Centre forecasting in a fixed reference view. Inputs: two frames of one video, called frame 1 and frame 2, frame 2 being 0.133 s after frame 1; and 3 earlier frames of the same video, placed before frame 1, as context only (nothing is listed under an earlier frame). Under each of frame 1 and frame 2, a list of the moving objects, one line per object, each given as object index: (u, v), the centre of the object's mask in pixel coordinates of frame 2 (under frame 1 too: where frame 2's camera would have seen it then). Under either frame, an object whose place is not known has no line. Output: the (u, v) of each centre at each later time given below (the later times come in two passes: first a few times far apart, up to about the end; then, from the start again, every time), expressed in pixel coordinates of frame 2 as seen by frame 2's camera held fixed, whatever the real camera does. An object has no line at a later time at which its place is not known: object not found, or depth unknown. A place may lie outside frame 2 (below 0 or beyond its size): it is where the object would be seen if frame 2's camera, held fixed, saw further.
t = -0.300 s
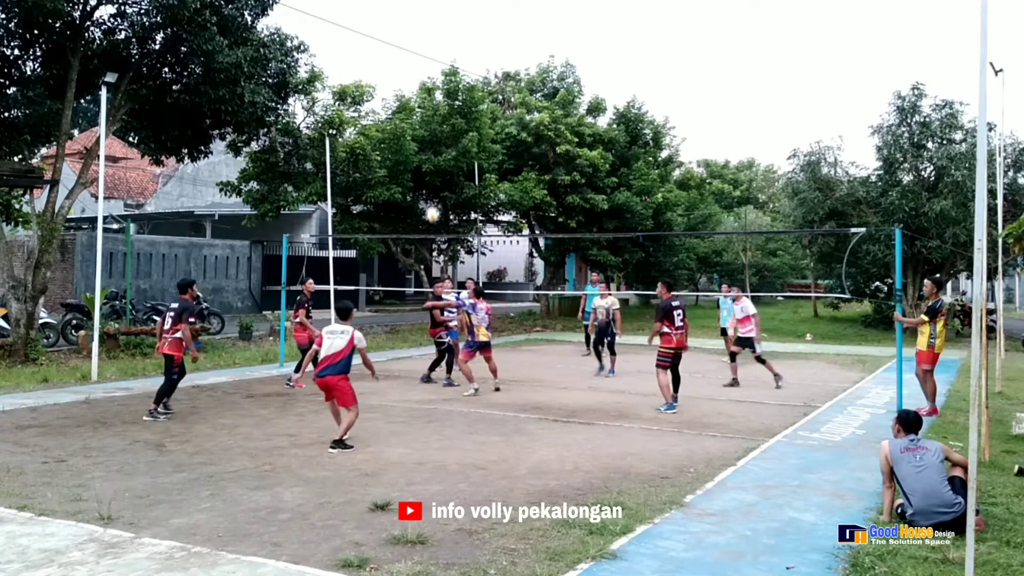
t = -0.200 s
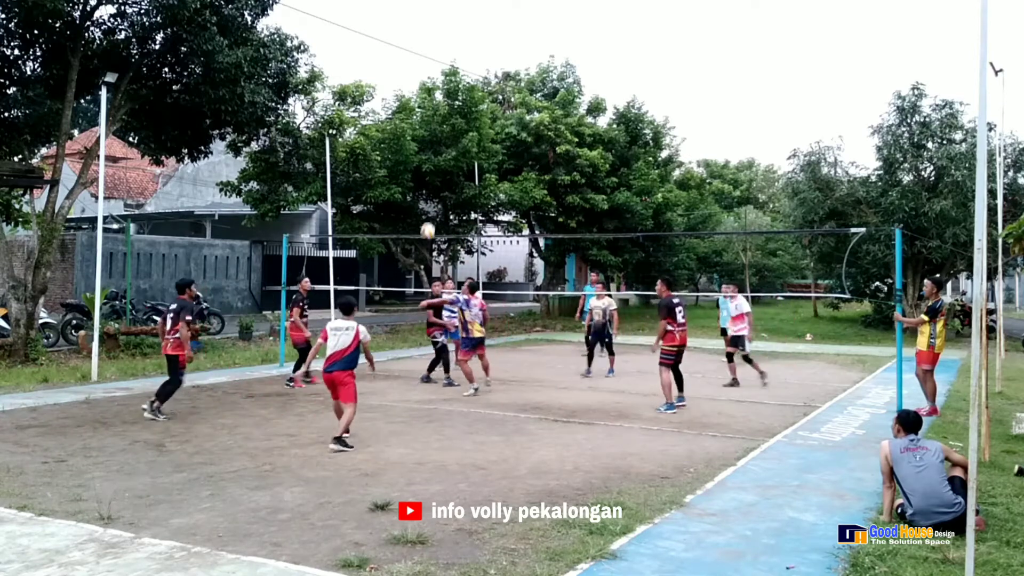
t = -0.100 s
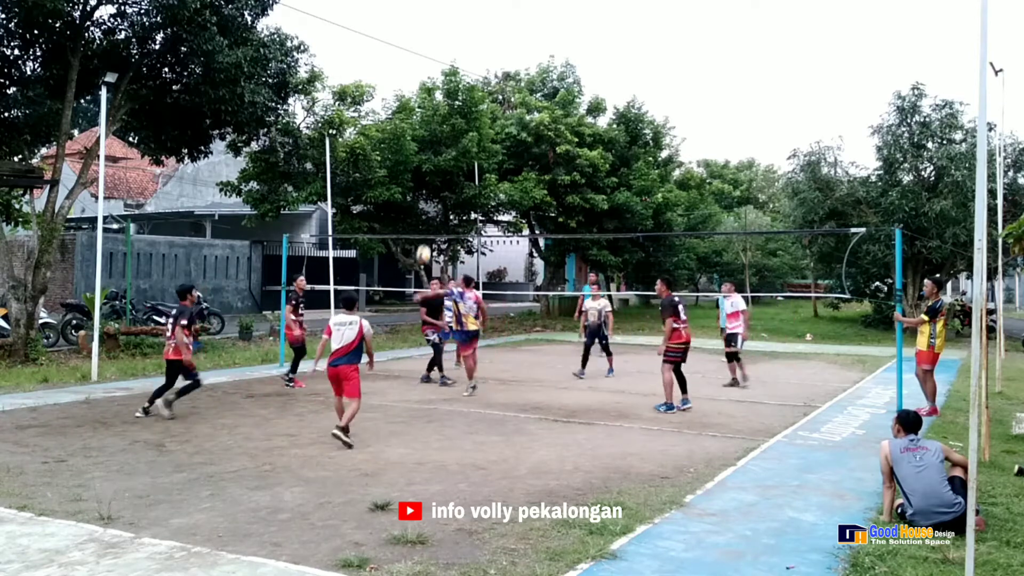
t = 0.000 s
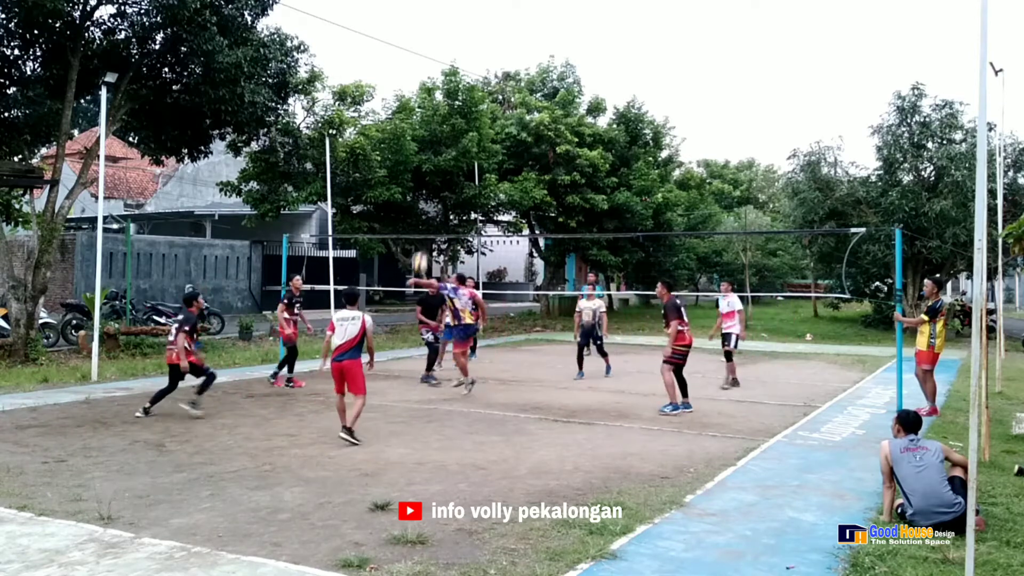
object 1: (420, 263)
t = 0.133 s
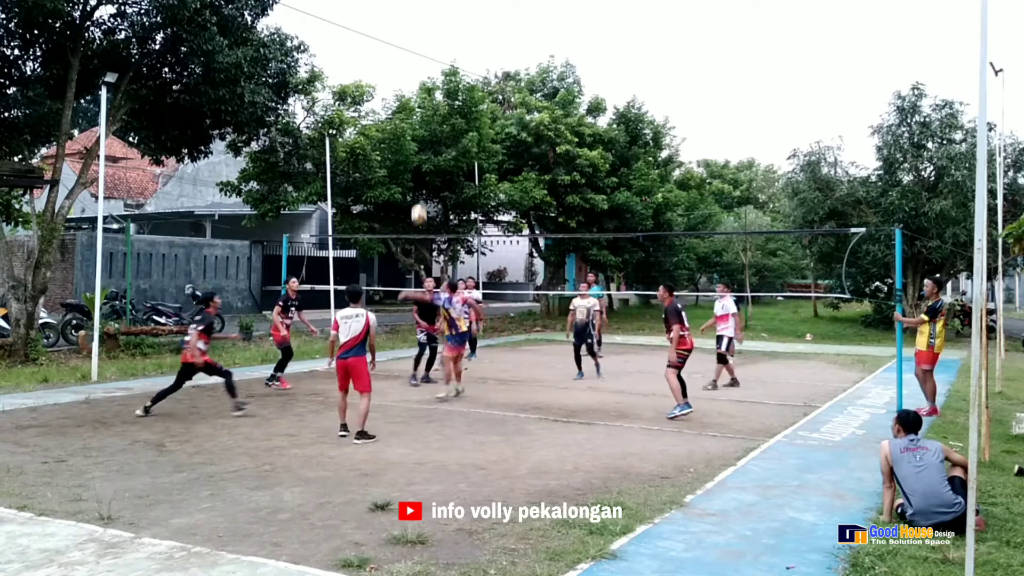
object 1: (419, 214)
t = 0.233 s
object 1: (418, 186)
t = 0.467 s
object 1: (417, 144)
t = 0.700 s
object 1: (415, 140)
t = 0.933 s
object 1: (413, 178)
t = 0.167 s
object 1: (419, 204)
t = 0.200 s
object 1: (419, 195)
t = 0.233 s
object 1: (418, 186)
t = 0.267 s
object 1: (418, 177)
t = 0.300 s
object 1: (418, 170)
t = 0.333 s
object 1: (418, 163)
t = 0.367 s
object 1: (418, 158)
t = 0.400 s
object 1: (417, 152)
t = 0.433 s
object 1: (417, 147)
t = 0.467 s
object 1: (417, 144)
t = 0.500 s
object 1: (417, 142)
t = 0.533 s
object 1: (417, 139)
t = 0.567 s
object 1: (417, 138)
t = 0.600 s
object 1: (416, 137)
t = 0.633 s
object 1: (416, 137)
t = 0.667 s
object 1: (416, 138)
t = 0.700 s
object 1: (415, 140)
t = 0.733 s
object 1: (415, 143)
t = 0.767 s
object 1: (415, 146)
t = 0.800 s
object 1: (414, 151)
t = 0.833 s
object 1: (414, 157)
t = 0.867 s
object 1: (414, 163)
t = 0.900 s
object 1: (414, 170)
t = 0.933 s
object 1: (413, 178)
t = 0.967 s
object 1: (413, 187)
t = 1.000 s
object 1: (413, 197)
